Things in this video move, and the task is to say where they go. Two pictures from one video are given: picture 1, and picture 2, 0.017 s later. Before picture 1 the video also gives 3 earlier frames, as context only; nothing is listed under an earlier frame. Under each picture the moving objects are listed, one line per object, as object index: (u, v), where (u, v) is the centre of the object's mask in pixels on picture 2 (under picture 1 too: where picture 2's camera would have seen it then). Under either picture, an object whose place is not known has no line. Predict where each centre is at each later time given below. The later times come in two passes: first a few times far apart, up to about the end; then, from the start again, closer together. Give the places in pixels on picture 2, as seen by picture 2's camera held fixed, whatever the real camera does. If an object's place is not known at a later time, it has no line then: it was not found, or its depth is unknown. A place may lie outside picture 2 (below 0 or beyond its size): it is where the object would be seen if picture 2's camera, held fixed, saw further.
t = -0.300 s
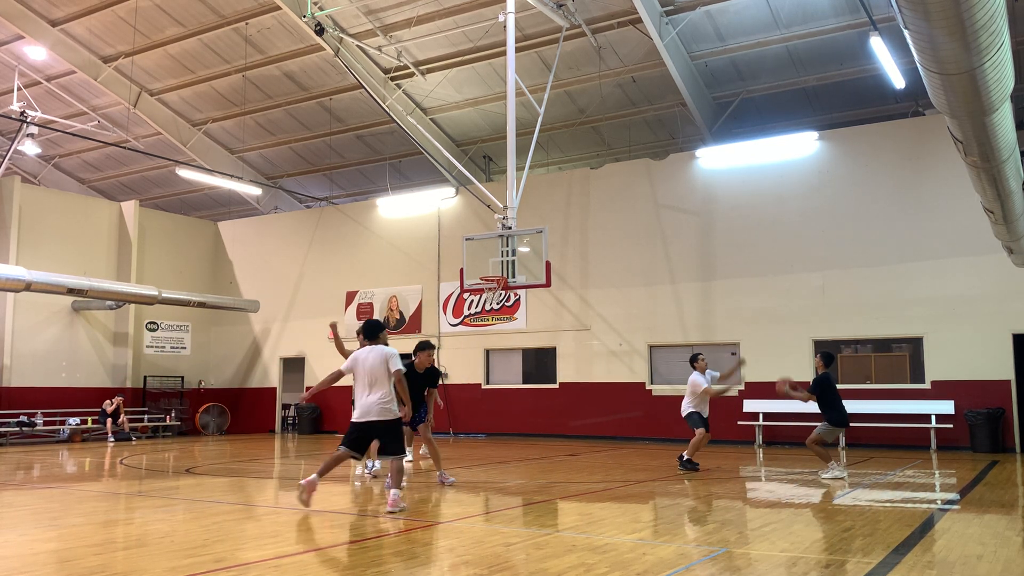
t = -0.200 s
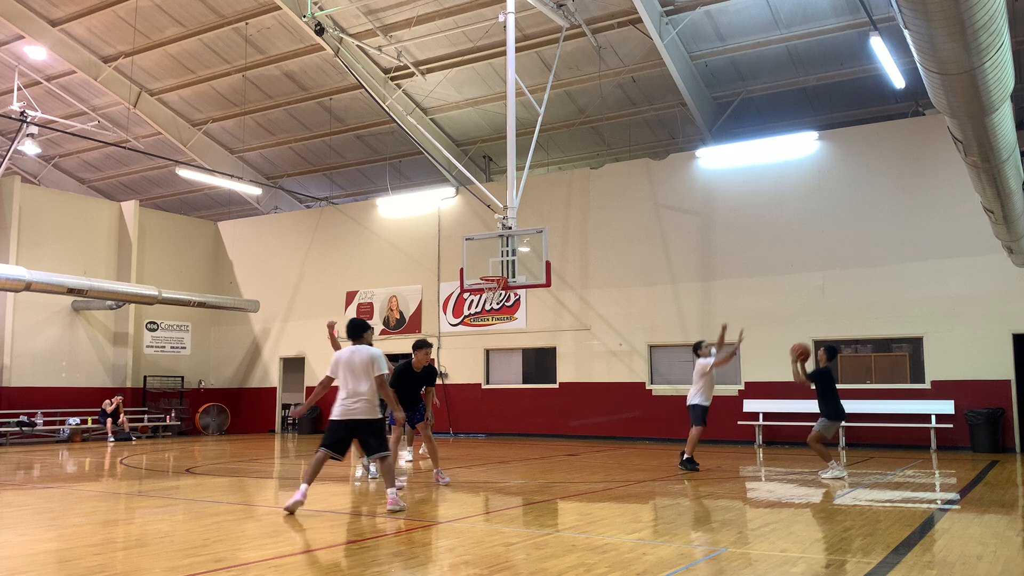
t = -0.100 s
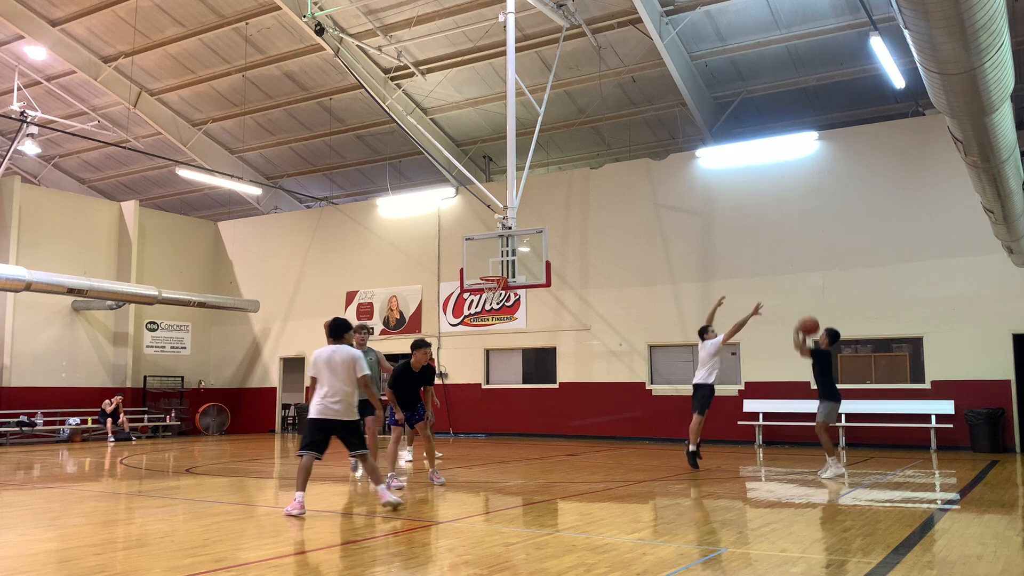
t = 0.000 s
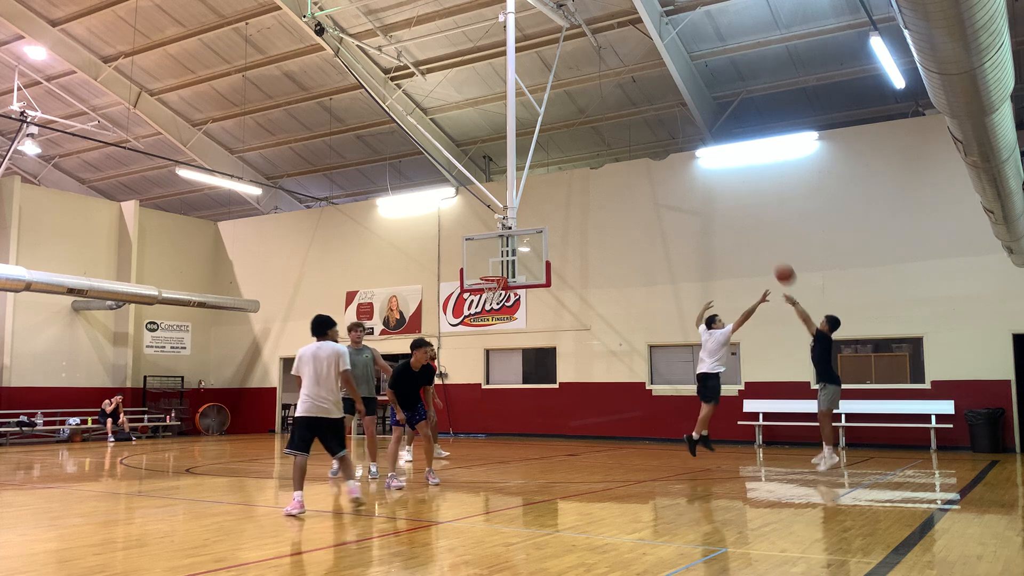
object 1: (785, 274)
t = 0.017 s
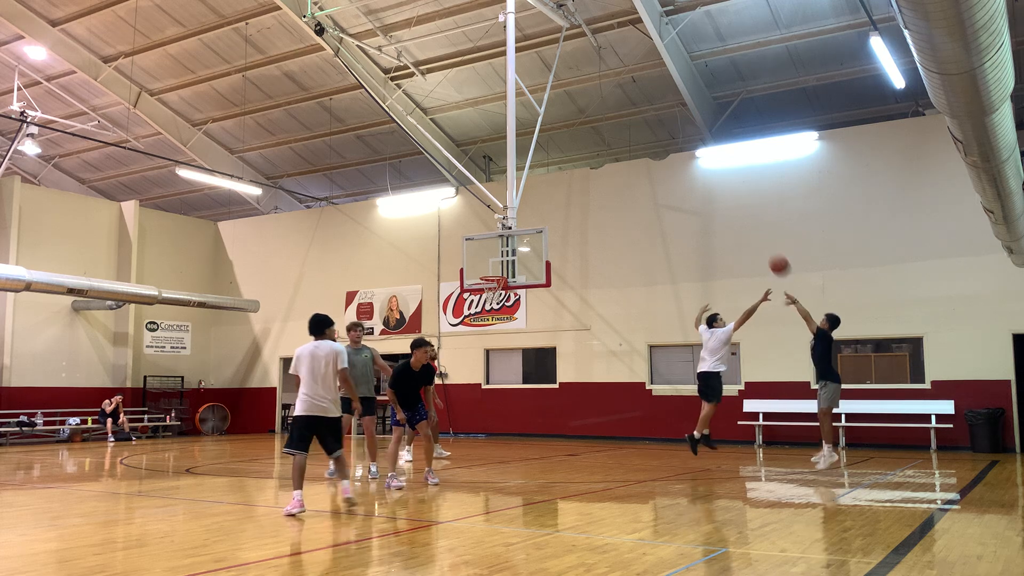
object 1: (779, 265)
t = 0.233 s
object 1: (716, 178)
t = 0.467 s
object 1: (659, 133)
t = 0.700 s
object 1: (612, 127)
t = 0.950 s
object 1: (568, 155)
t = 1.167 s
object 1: (534, 203)
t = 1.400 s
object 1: (505, 271)
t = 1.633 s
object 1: (551, 242)
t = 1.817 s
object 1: (589, 240)
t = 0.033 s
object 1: (774, 257)
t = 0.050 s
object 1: (769, 249)
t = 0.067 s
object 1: (764, 241)
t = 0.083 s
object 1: (758, 233)
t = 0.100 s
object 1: (753, 226)
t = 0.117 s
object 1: (749, 219)
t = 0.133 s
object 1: (744, 213)
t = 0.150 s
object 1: (739, 206)
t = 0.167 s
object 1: (734, 200)
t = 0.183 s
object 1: (729, 195)
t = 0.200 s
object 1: (725, 189)
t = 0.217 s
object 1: (720, 183)
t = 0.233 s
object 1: (716, 178)
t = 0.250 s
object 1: (712, 174)
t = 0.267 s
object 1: (707, 169)
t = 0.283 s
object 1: (703, 165)
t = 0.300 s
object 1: (698, 161)
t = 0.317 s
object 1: (694, 157)
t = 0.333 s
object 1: (690, 154)
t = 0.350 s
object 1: (686, 152)
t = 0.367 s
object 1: (682, 148)
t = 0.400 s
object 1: (674, 142)
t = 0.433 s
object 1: (667, 137)
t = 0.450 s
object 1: (663, 136)
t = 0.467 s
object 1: (659, 133)
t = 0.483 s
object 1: (655, 131)
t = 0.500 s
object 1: (652, 130)
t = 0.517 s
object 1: (648, 129)
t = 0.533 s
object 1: (645, 128)
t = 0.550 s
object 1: (641, 127)
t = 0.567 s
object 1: (638, 127)
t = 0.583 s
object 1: (635, 127)
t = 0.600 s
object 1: (631, 126)
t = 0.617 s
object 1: (628, 126)
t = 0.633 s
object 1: (624, 126)
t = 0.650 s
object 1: (621, 126)
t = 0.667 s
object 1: (618, 126)
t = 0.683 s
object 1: (615, 126)
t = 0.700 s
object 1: (612, 127)
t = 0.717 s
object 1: (609, 128)
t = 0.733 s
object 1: (605, 129)
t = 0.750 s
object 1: (603, 129)
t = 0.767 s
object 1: (599, 131)
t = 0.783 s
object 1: (596, 132)
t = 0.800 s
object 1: (593, 134)
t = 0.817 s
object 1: (590, 136)
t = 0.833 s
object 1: (587, 137)
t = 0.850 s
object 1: (584, 140)
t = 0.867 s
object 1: (582, 142)
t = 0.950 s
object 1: (568, 155)
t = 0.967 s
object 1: (565, 158)
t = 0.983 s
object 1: (562, 161)
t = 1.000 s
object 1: (560, 164)
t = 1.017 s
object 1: (557, 168)
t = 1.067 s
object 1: (549, 178)
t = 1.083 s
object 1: (546, 182)
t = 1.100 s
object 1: (544, 186)
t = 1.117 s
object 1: (541, 190)
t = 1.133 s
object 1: (539, 194)
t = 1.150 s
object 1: (536, 199)
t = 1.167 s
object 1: (534, 203)
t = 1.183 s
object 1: (531, 208)
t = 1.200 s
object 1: (529, 212)
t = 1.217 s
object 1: (527, 217)
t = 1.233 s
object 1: (524, 222)
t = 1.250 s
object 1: (522, 227)
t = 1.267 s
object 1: (519, 232)
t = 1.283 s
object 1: (517, 237)
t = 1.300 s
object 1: (515, 242)
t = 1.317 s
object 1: (512, 249)
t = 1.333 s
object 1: (510, 254)
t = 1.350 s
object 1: (508, 260)
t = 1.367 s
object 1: (506, 266)
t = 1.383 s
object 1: (504, 271)
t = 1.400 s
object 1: (505, 271)
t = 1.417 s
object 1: (508, 268)
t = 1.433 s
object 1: (512, 265)
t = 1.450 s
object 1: (515, 262)
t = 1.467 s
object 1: (518, 260)
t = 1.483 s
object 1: (521, 258)
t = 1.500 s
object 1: (524, 256)
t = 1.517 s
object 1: (527, 254)
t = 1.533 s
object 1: (531, 251)
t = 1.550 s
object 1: (534, 249)
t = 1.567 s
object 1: (538, 247)
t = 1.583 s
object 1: (541, 246)
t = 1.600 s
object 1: (544, 245)
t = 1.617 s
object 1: (548, 243)
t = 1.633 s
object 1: (551, 242)
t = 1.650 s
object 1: (554, 241)
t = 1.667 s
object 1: (558, 240)
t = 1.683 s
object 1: (561, 239)
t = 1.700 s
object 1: (565, 239)
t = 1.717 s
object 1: (568, 238)
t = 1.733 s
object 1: (571, 238)
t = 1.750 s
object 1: (575, 238)
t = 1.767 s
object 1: (578, 238)
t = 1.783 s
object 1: (582, 239)
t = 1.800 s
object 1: (586, 239)
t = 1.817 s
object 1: (589, 240)
